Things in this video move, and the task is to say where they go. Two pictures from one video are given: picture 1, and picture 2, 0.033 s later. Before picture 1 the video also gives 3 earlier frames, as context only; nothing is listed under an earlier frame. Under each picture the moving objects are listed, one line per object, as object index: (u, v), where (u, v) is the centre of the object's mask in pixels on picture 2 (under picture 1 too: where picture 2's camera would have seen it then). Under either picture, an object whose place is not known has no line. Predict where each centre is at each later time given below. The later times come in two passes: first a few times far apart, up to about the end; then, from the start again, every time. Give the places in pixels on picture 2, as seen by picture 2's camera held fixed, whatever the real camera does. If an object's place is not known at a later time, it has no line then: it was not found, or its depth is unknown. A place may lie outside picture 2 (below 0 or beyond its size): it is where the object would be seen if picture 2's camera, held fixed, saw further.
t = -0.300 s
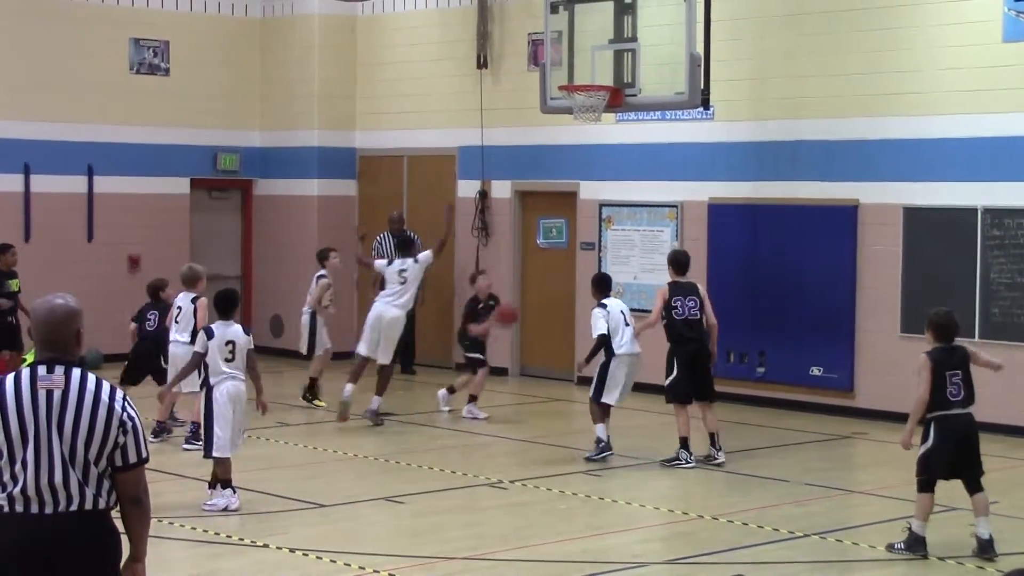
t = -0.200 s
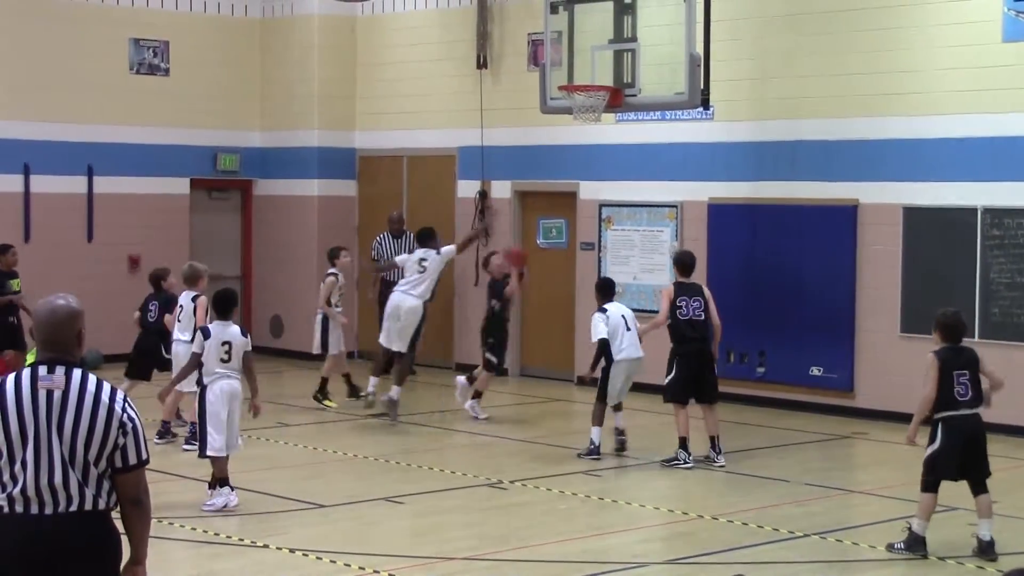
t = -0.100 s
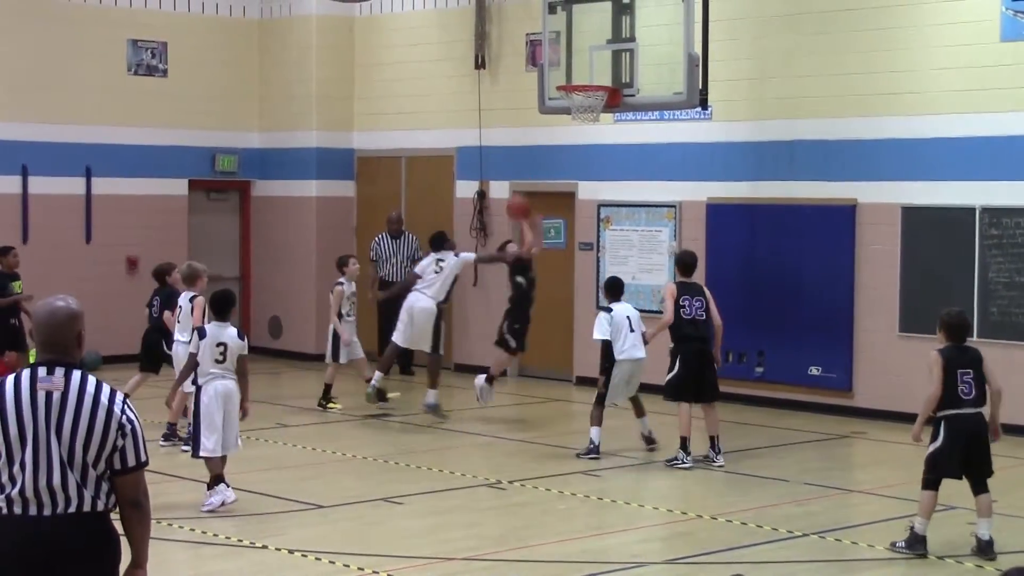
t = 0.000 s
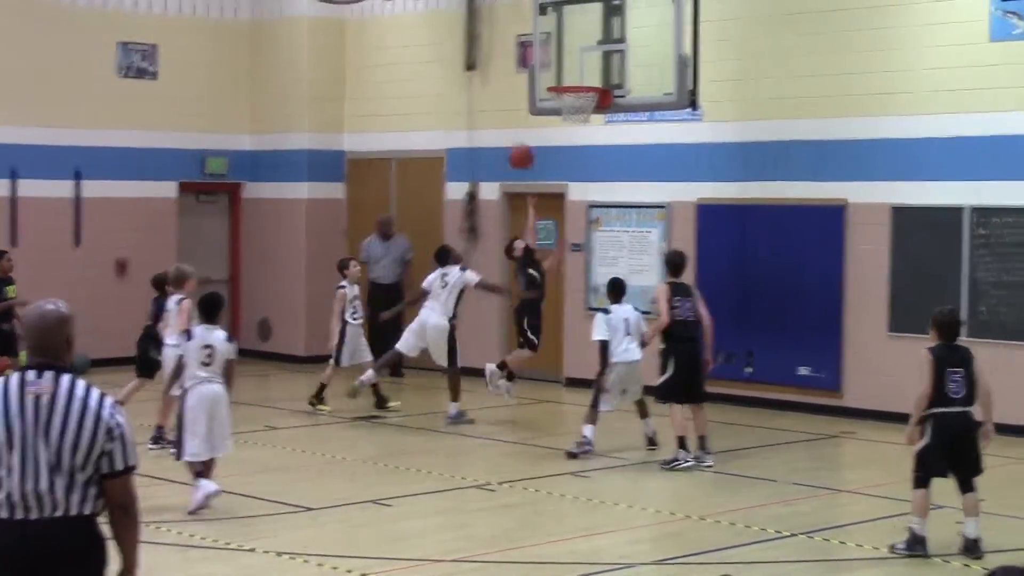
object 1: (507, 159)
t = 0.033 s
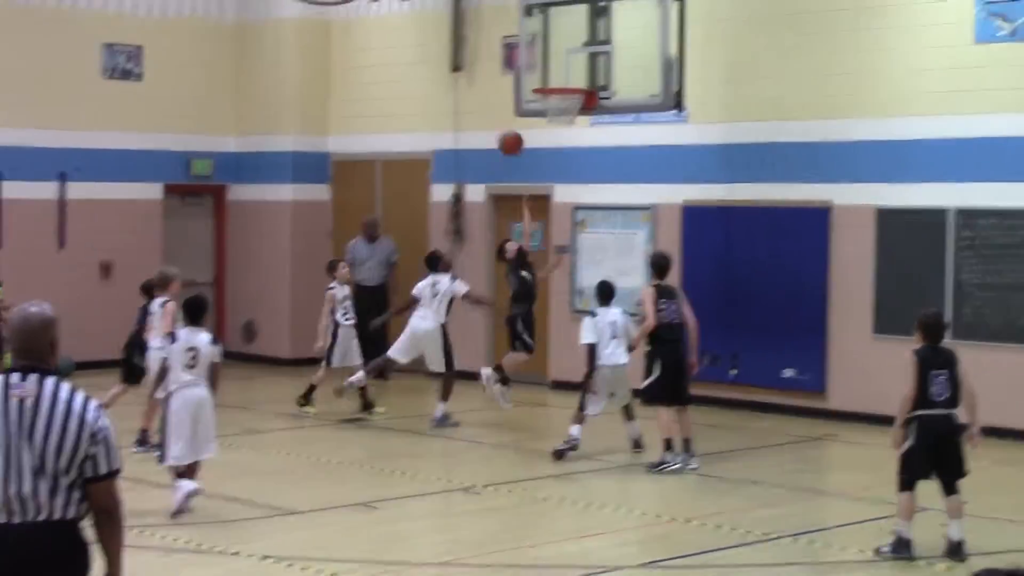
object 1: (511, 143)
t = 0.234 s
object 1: (535, 74)
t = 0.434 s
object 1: (561, 45)
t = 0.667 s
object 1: (574, 72)
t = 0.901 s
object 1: (546, 69)
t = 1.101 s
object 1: (515, 102)
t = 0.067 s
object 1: (515, 128)
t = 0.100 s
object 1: (519, 114)
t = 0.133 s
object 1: (524, 103)
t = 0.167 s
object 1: (526, 91)
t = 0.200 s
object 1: (531, 82)
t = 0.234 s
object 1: (535, 74)
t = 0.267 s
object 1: (540, 66)
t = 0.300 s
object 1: (544, 60)
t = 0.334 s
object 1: (548, 54)
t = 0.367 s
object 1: (552, 50)
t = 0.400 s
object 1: (556, 47)
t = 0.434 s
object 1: (561, 45)
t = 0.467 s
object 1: (565, 45)
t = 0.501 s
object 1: (568, 46)
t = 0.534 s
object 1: (569, 49)
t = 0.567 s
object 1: (570, 53)
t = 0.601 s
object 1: (571, 58)
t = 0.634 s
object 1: (573, 64)
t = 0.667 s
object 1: (574, 72)
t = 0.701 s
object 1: (575, 78)
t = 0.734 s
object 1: (570, 75)
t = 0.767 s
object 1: (565, 72)
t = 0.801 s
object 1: (560, 69)
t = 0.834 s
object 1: (556, 68)
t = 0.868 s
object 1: (551, 68)
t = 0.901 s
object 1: (546, 69)
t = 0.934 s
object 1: (541, 71)
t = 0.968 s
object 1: (536, 75)
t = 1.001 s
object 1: (531, 80)
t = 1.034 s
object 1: (526, 85)
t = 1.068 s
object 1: (520, 93)
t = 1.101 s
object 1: (515, 102)
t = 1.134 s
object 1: (509, 111)
